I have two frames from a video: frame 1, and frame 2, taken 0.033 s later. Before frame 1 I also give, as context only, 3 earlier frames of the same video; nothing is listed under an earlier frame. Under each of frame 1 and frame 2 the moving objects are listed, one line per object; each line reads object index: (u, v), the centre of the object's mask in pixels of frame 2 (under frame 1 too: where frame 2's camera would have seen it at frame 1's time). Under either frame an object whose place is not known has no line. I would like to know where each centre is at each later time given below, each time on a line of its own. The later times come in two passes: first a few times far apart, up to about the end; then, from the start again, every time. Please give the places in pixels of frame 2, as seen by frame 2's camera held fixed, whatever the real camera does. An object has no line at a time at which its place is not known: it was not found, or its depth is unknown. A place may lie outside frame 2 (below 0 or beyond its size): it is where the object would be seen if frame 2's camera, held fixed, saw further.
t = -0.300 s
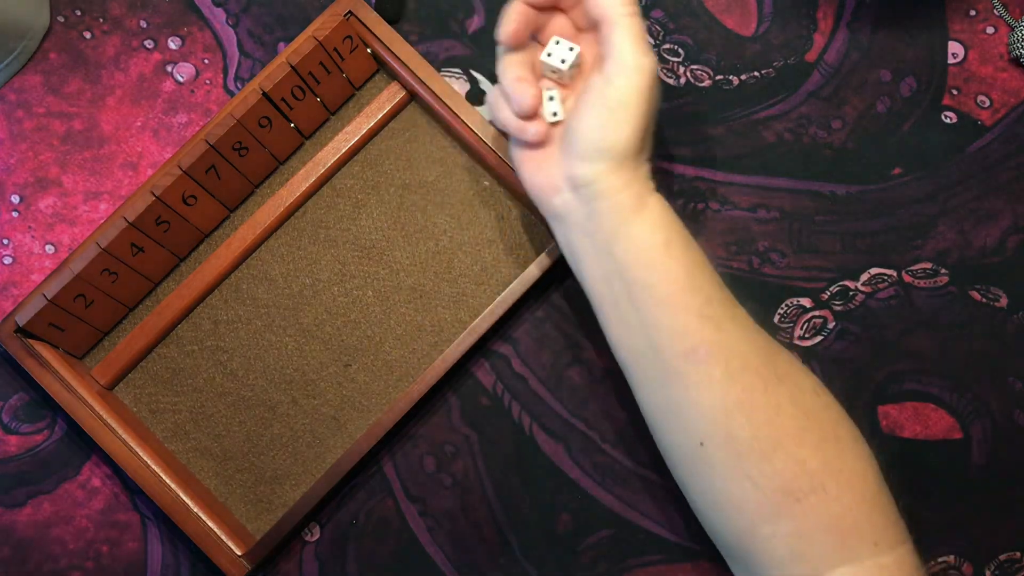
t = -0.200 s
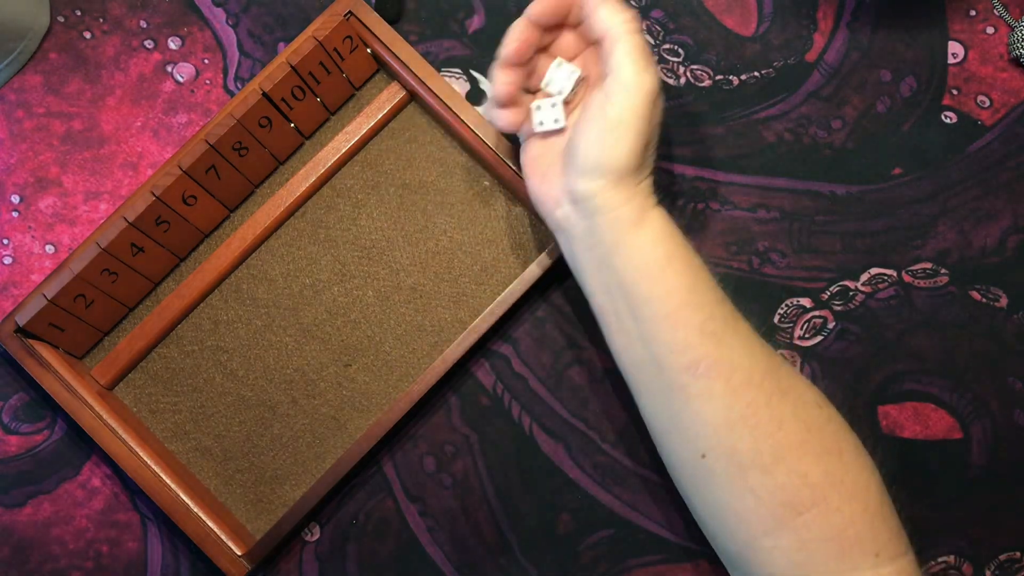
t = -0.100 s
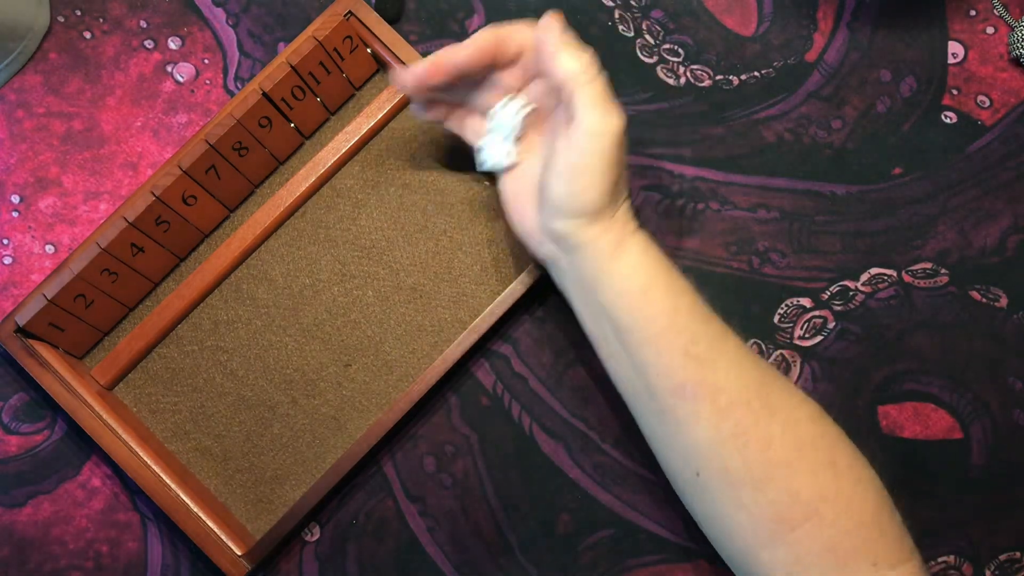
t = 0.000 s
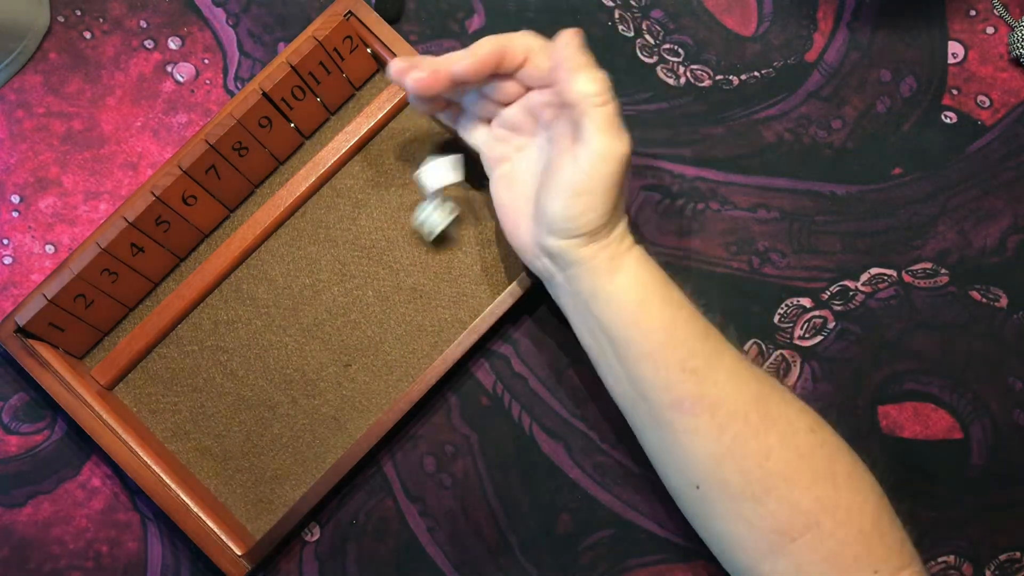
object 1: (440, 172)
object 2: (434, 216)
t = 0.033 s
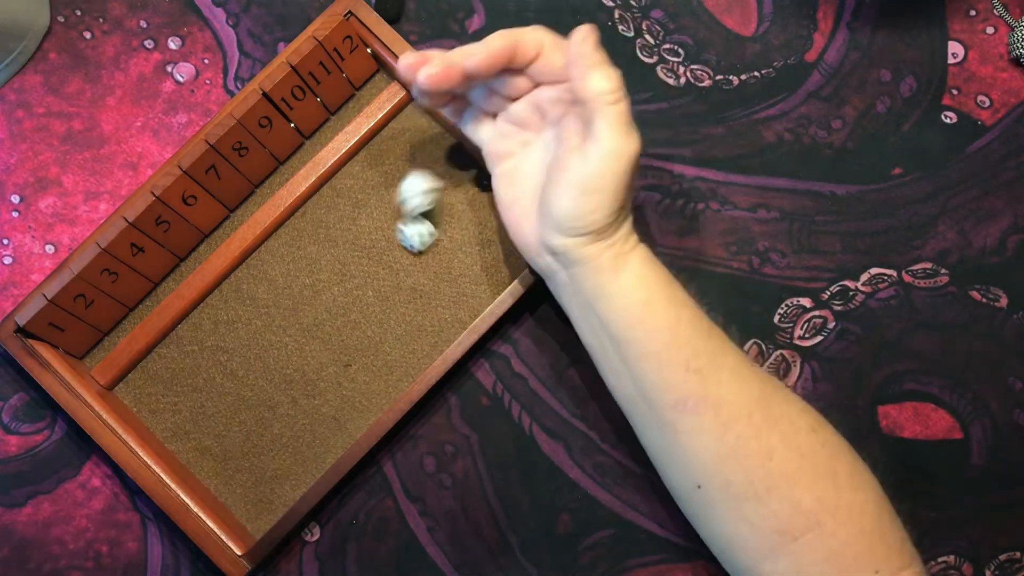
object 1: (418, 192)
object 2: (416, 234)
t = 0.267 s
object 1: (320, 180)
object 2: (343, 270)
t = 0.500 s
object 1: (333, 224)
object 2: (325, 268)
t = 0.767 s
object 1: (333, 224)
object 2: (325, 268)
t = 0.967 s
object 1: (333, 224)
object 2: (325, 268)
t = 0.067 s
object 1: (398, 198)
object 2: (405, 242)
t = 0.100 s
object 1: (375, 189)
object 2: (396, 253)
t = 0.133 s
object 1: (354, 177)
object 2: (383, 264)
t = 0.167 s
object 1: (338, 172)
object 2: (373, 268)
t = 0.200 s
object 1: (327, 172)
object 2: (362, 270)
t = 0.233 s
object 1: (321, 173)
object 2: (353, 269)
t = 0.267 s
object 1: (320, 180)
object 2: (343, 270)
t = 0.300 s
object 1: (323, 188)
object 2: (337, 273)
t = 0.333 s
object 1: (326, 195)
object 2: (331, 274)
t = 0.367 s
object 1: (330, 203)
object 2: (327, 271)
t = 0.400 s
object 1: (331, 214)
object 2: (325, 268)
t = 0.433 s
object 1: (332, 220)
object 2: (325, 268)
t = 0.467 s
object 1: (333, 224)
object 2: (325, 268)
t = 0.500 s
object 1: (333, 224)
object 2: (325, 268)
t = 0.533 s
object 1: (333, 224)
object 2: (325, 268)
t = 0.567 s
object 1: (333, 224)
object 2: (325, 268)
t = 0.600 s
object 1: (333, 224)
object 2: (325, 268)
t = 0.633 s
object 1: (333, 224)
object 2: (325, 268)
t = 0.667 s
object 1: (333, 224)
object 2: (325, 268)
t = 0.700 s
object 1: (333, 224)
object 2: (325, 268)
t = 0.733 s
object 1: (333, 224)
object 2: (325, 268)
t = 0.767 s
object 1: (333, 224)
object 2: (325, 268)
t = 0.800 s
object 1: (333, 224)
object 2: (325, 268)
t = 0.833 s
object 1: (333, 224)
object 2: (325, 268)
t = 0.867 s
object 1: (333, 224)
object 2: (325, 268)
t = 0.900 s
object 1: (333, 224)
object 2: (325, 268)
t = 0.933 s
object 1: (333, 224)
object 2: (325, 268)
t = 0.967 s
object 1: (333, 224)
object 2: (325, 268)
